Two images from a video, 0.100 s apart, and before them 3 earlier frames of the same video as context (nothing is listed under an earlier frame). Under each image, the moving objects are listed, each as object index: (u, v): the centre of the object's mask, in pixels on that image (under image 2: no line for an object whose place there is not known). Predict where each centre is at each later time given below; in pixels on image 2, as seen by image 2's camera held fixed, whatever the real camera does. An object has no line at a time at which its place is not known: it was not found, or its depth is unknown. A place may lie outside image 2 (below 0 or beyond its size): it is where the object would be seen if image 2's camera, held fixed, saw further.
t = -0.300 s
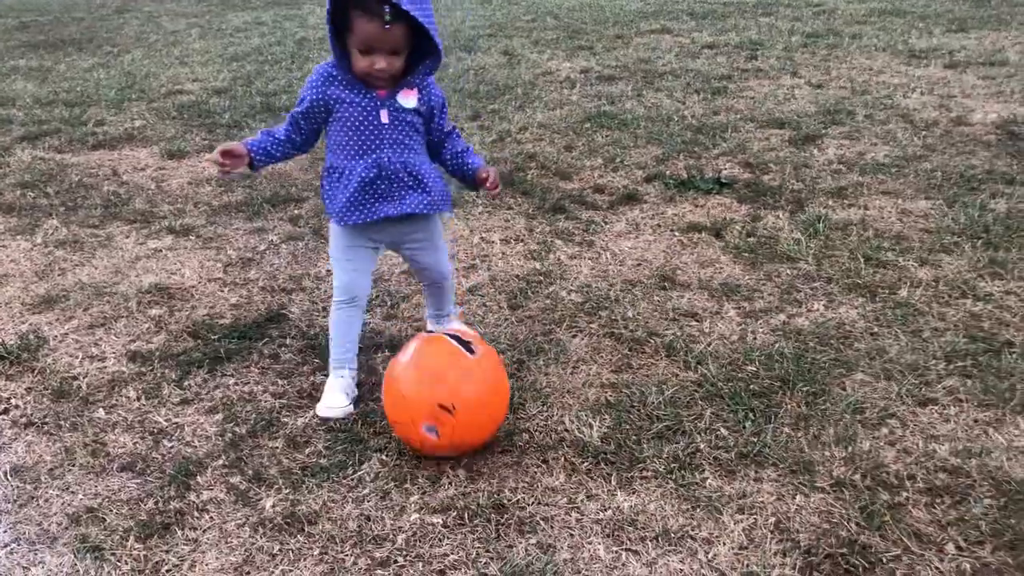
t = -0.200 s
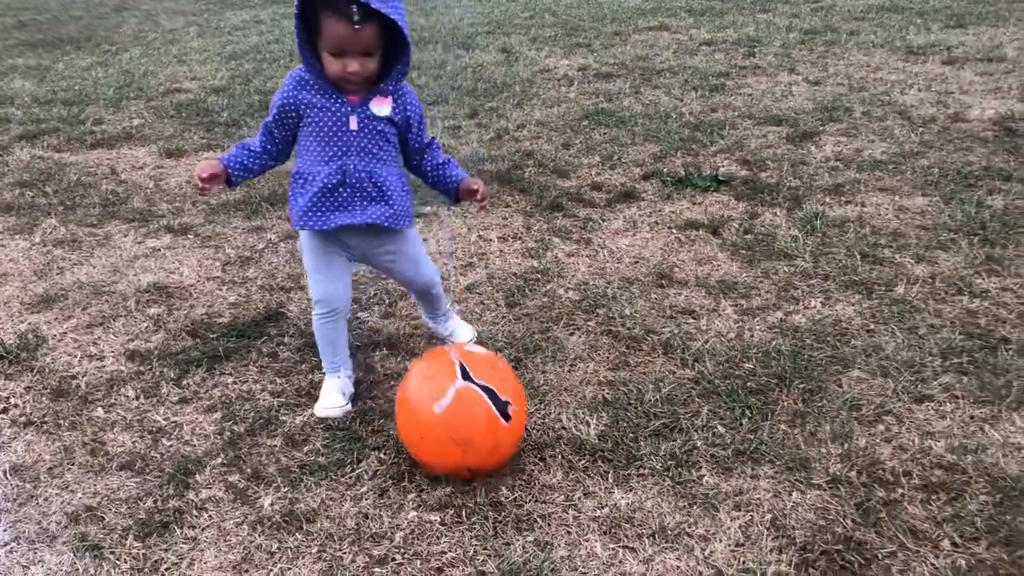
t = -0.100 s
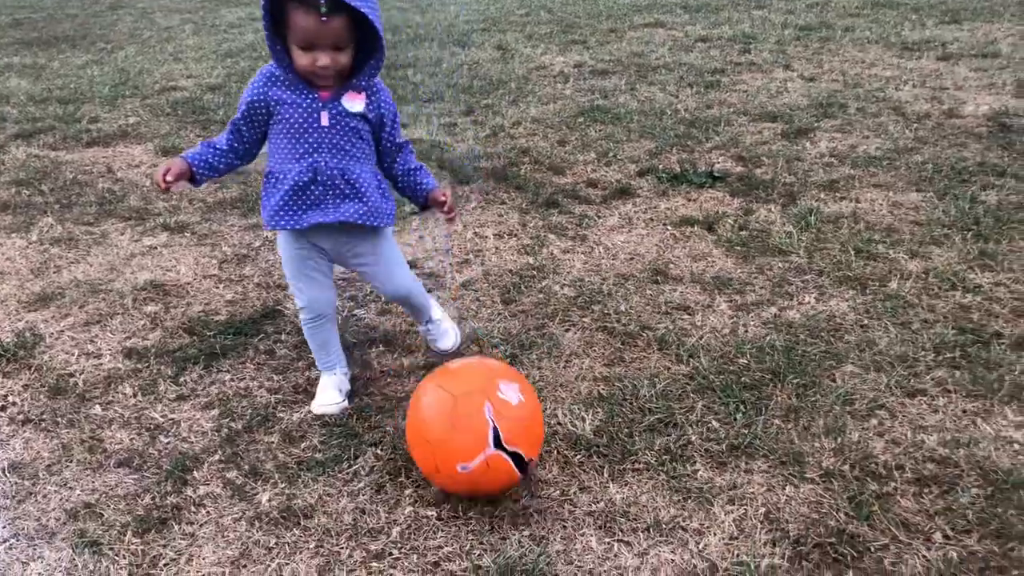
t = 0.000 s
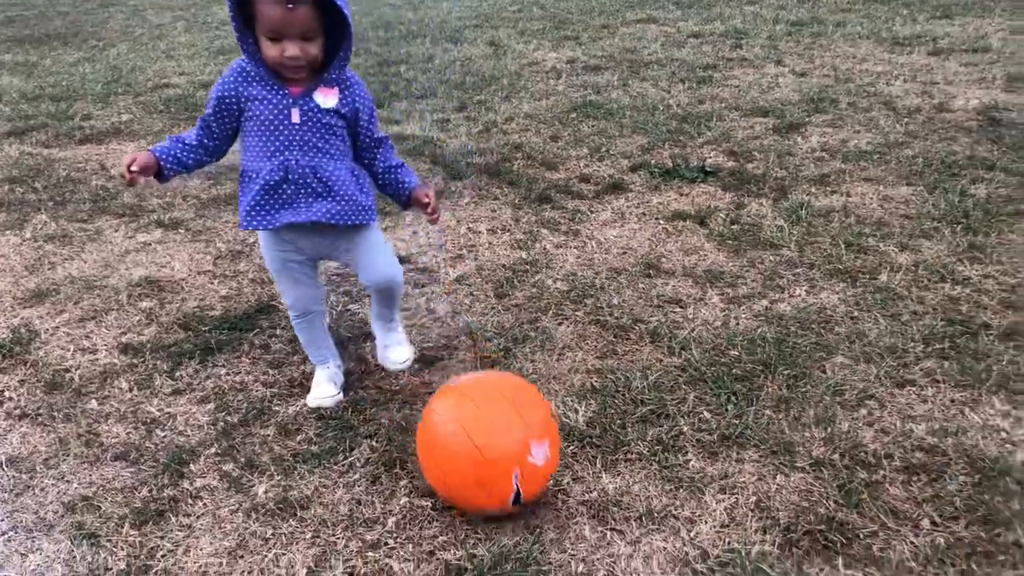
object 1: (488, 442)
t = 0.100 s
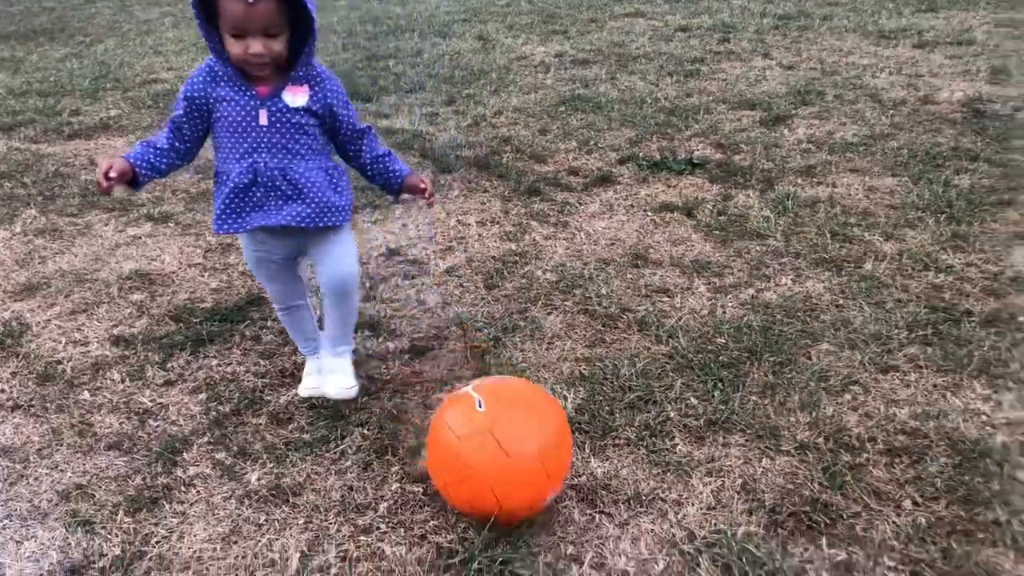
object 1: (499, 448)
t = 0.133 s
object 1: (506, 455)
